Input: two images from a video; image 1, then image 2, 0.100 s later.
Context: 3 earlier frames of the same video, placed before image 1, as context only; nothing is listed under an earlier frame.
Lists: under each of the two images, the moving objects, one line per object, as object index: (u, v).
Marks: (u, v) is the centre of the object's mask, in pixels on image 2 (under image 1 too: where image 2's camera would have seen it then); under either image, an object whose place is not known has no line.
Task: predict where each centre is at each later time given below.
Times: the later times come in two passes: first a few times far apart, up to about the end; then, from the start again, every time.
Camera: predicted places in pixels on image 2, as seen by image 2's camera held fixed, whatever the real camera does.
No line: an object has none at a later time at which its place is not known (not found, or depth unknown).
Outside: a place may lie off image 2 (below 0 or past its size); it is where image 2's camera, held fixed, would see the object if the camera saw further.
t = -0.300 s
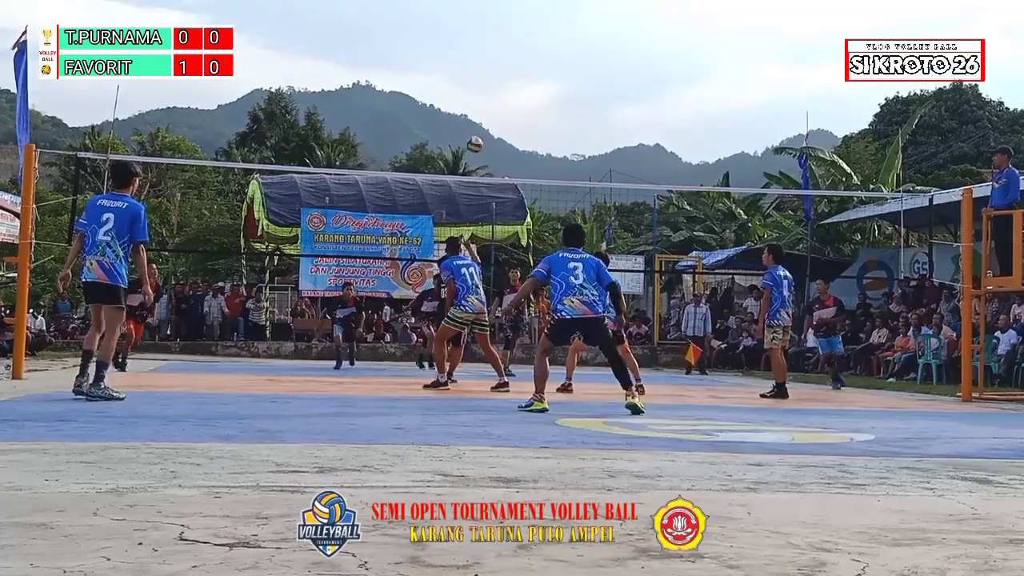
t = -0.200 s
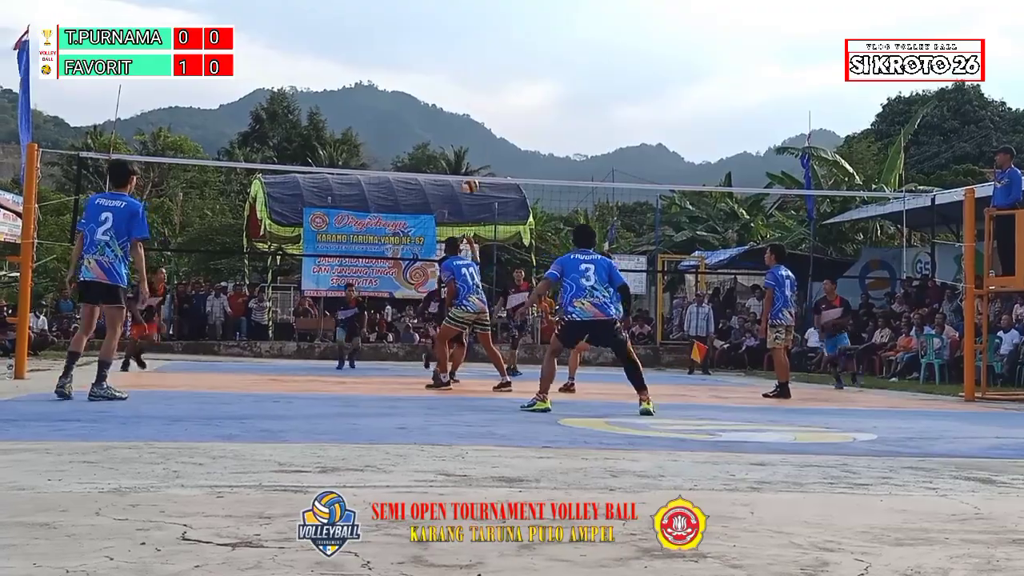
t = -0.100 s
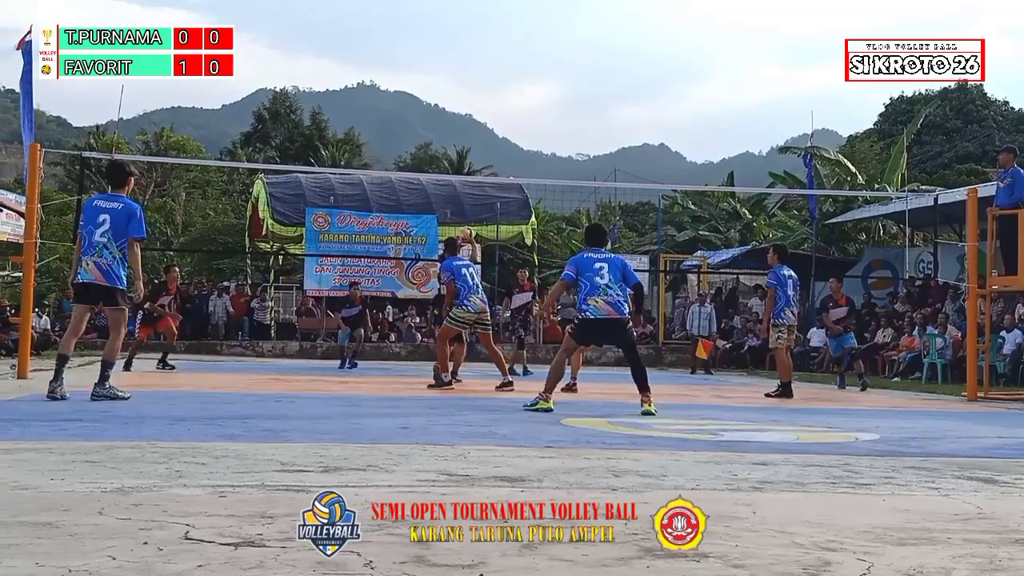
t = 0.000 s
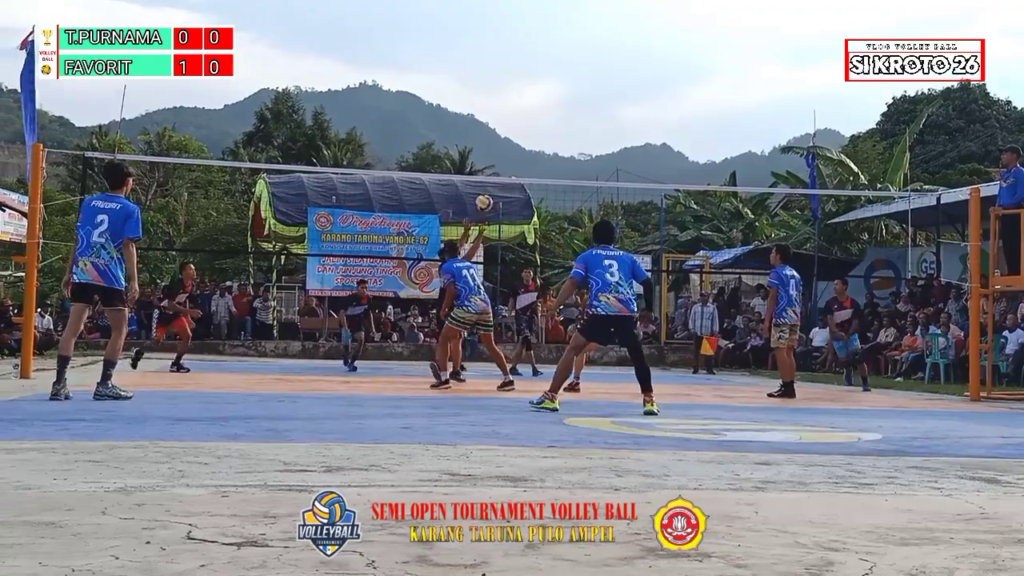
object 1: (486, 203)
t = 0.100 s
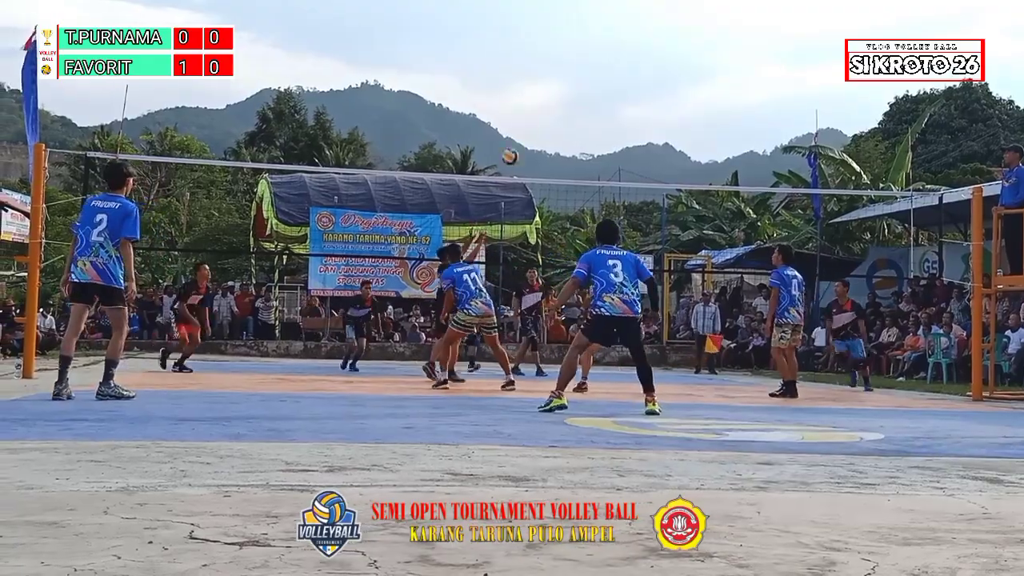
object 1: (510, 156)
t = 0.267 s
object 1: (549, 97)
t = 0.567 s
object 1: (615, 48)
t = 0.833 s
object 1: (669, 65)
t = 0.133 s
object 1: (518, 142)
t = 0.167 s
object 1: (526, 130)
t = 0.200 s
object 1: (533, 118)
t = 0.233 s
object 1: (541, 107)
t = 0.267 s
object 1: (549, 97)
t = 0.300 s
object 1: (557, 88)
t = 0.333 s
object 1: (564, 80)
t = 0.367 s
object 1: (571, 73)
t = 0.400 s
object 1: (578, 66)
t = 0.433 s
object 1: (586, 60)
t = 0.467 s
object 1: (593, 56)
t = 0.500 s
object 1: (601, 52)
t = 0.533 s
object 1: (608, 50)
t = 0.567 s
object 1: (615, 48)
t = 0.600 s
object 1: (622, 47)
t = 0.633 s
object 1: (629, 47)
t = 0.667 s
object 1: (636, 47)
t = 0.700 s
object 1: (642, 49)
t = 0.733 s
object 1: (649, 52)
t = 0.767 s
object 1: (656, 55)
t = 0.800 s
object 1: (663, 60)
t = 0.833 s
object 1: (669, 65)
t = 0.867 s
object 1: (675, 71)
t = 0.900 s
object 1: (682, 78)
